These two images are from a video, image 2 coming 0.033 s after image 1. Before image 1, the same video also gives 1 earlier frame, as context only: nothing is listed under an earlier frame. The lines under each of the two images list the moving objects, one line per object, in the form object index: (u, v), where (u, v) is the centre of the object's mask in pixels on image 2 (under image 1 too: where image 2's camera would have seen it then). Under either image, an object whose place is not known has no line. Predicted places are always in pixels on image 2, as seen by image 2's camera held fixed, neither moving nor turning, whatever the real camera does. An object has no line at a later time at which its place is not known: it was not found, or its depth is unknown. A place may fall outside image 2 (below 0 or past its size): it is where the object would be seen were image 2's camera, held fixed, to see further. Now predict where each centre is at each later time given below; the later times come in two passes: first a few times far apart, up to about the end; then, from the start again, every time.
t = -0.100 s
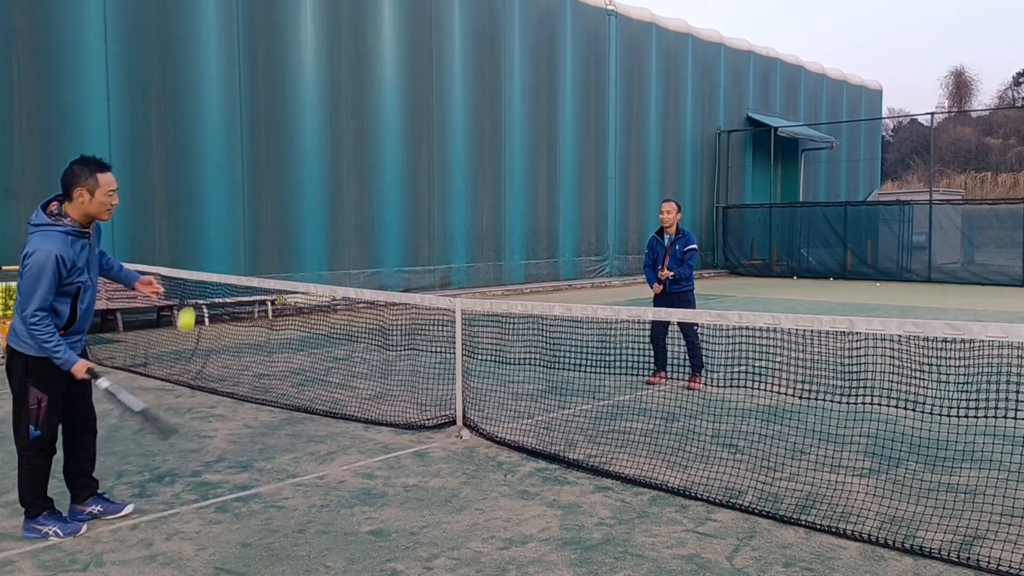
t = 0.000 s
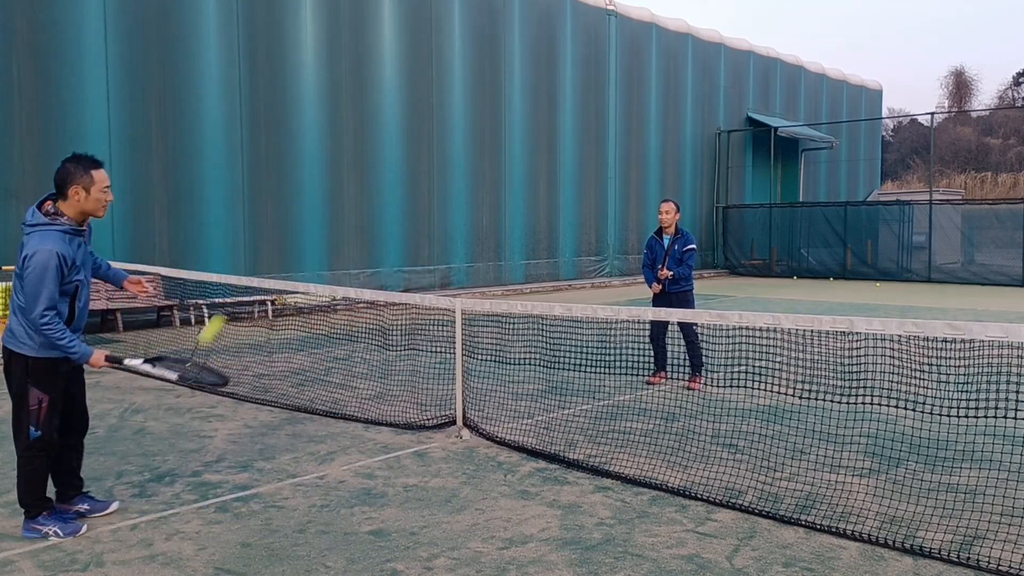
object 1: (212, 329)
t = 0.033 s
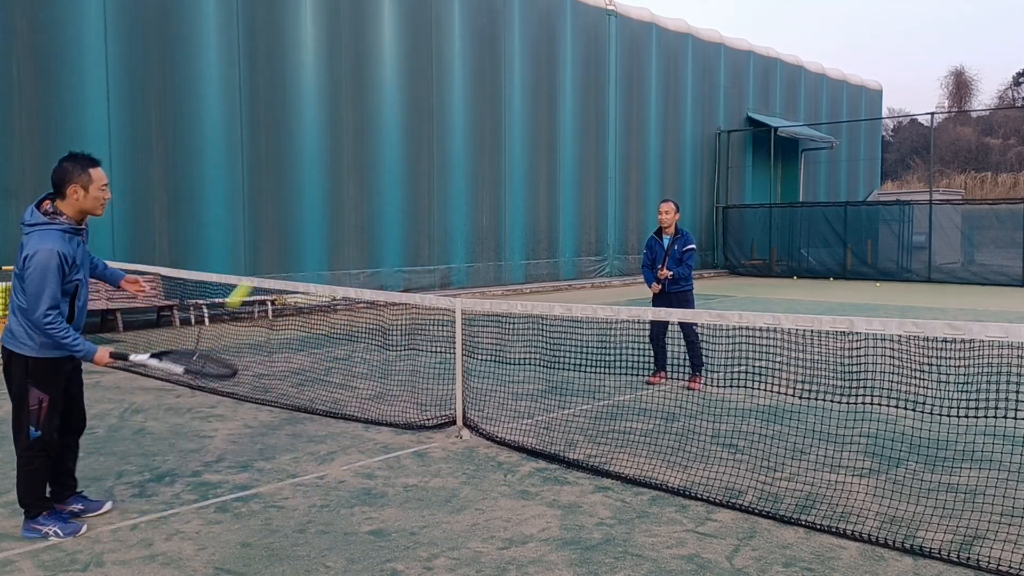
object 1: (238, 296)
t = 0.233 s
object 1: (374, 164)
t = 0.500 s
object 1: (493, 137)
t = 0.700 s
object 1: (556, 184)
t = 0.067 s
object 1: (266, 263)
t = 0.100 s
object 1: (290, 237)
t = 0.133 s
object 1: (312, 214)
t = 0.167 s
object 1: (334, 194)
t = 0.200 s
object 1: (354, 178)
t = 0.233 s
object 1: (374, 164)
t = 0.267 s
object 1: (391, 153)
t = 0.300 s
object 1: (408, 145)
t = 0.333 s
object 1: (425, 139)
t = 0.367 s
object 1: (440, 135)
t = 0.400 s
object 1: (454, 133)
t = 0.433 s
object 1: (468, 133)
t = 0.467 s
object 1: (481, 134)
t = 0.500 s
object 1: (493, 137)
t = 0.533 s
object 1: (505, 142)
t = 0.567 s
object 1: (516, 148)
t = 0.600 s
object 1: (527, 155)
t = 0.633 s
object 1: (537, 164)
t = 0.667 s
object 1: (547, 173)
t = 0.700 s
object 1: (556, 184)
